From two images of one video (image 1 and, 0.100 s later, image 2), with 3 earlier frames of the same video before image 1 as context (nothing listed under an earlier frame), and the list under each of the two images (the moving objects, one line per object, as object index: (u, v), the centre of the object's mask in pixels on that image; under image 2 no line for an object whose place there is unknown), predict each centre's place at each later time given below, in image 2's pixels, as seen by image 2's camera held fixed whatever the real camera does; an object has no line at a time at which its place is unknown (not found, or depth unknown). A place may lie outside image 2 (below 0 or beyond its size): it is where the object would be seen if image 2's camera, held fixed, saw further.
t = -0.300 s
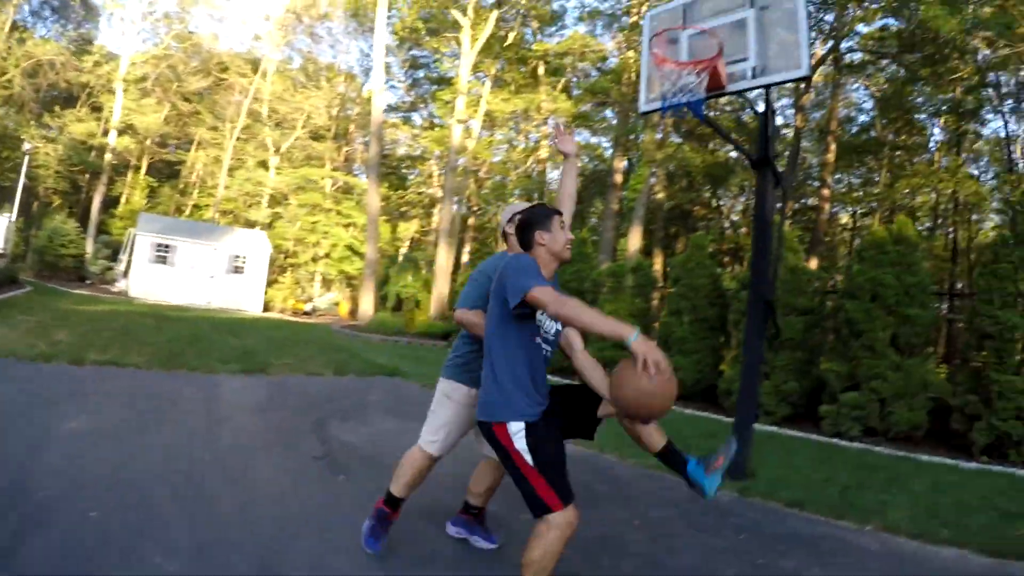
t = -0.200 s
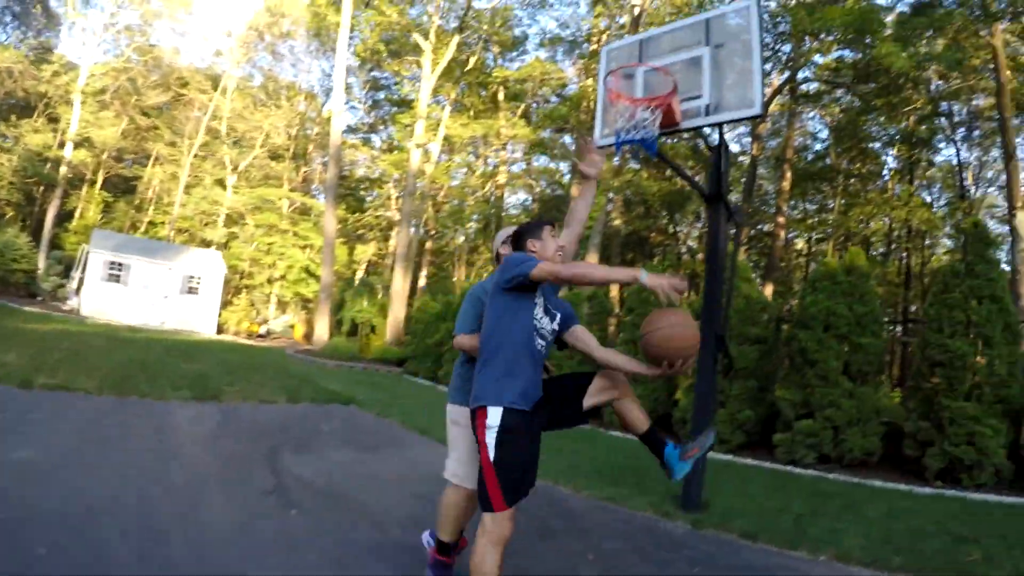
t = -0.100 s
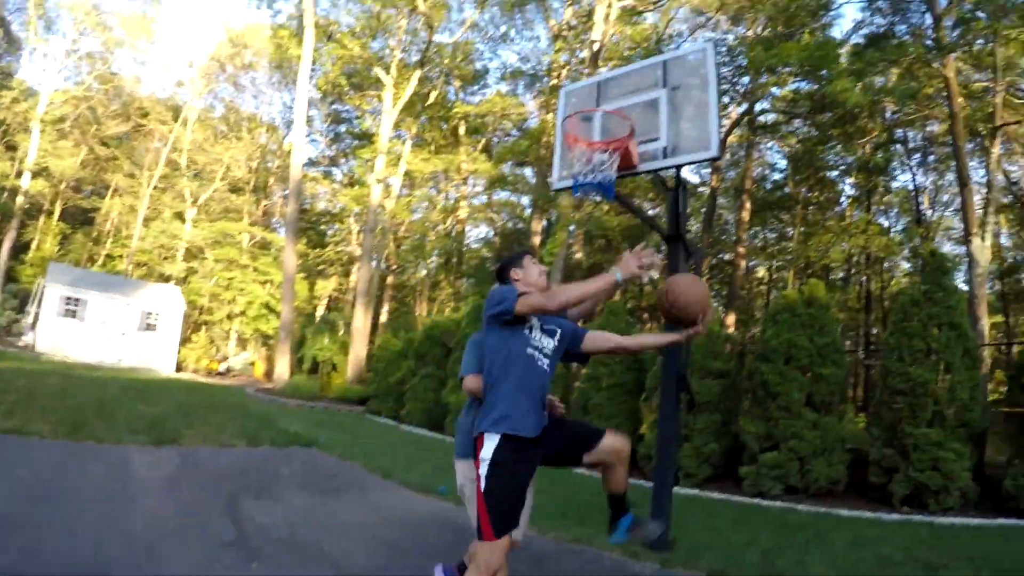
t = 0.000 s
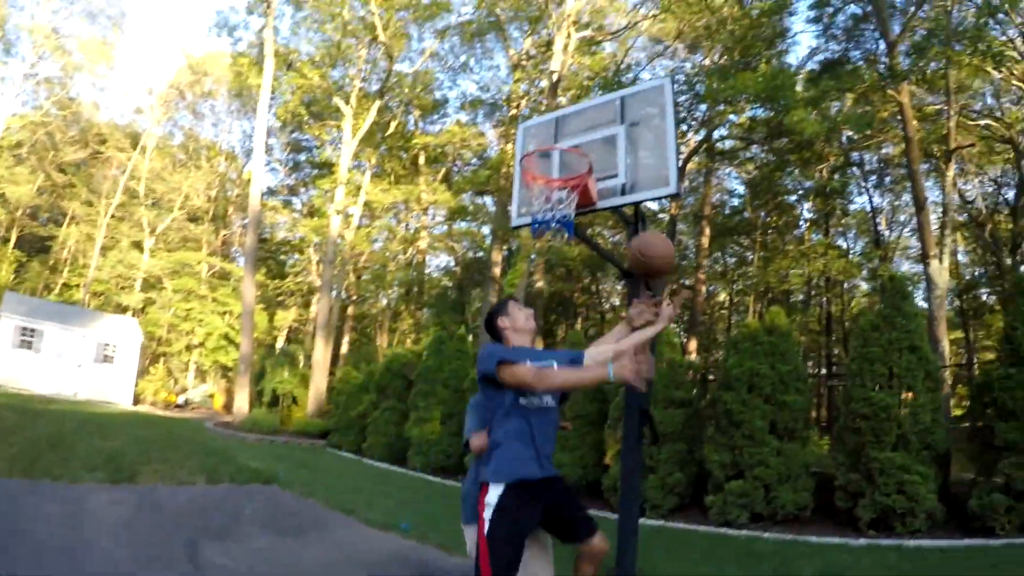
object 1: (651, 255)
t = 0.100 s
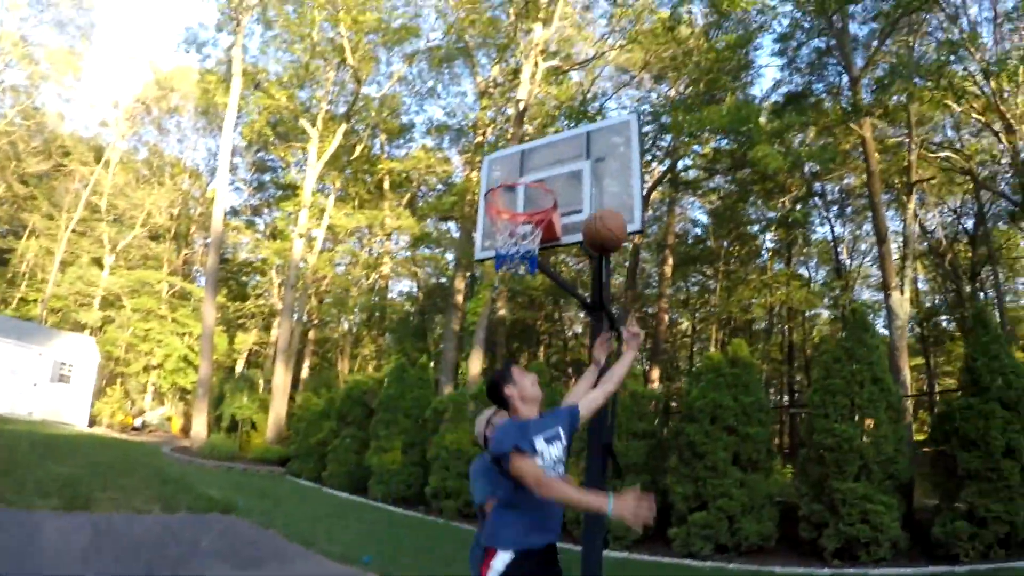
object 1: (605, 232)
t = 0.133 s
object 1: (602, 218)
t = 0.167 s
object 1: (600, 207)
